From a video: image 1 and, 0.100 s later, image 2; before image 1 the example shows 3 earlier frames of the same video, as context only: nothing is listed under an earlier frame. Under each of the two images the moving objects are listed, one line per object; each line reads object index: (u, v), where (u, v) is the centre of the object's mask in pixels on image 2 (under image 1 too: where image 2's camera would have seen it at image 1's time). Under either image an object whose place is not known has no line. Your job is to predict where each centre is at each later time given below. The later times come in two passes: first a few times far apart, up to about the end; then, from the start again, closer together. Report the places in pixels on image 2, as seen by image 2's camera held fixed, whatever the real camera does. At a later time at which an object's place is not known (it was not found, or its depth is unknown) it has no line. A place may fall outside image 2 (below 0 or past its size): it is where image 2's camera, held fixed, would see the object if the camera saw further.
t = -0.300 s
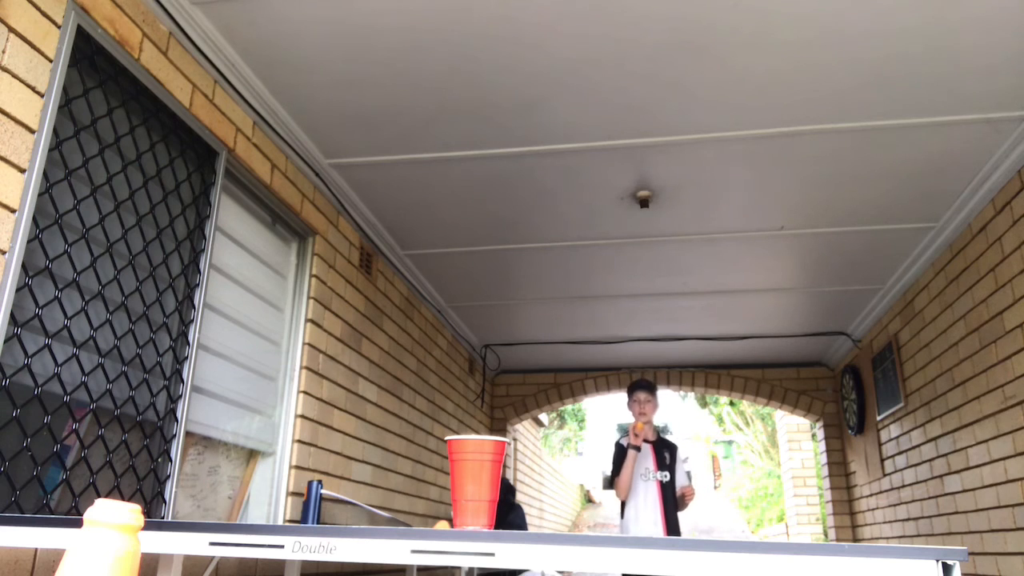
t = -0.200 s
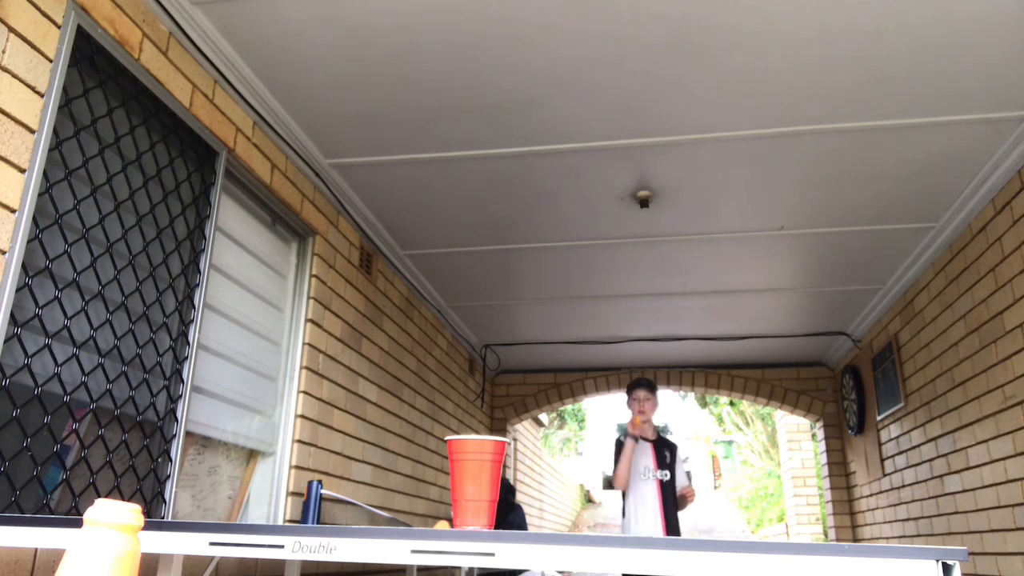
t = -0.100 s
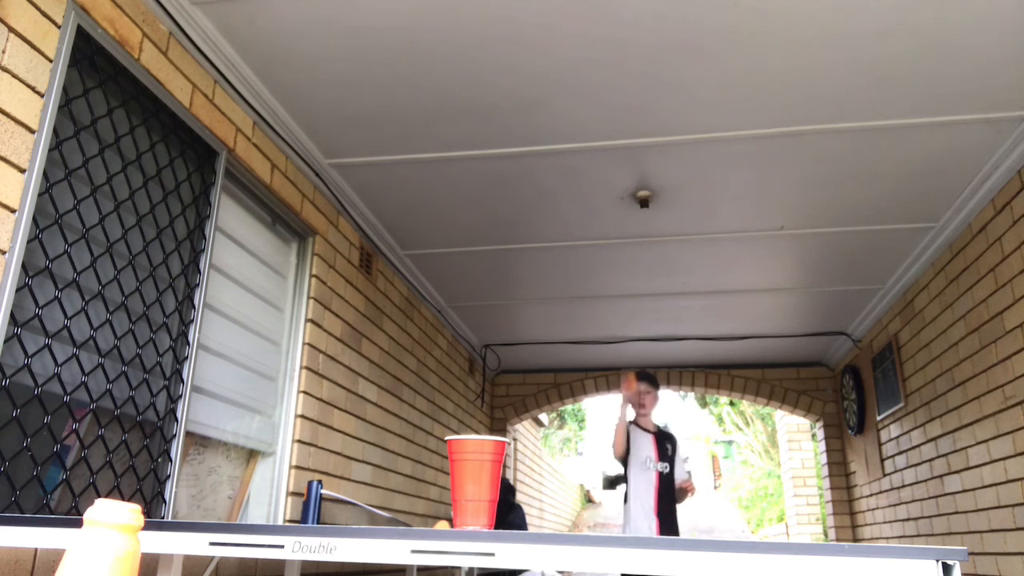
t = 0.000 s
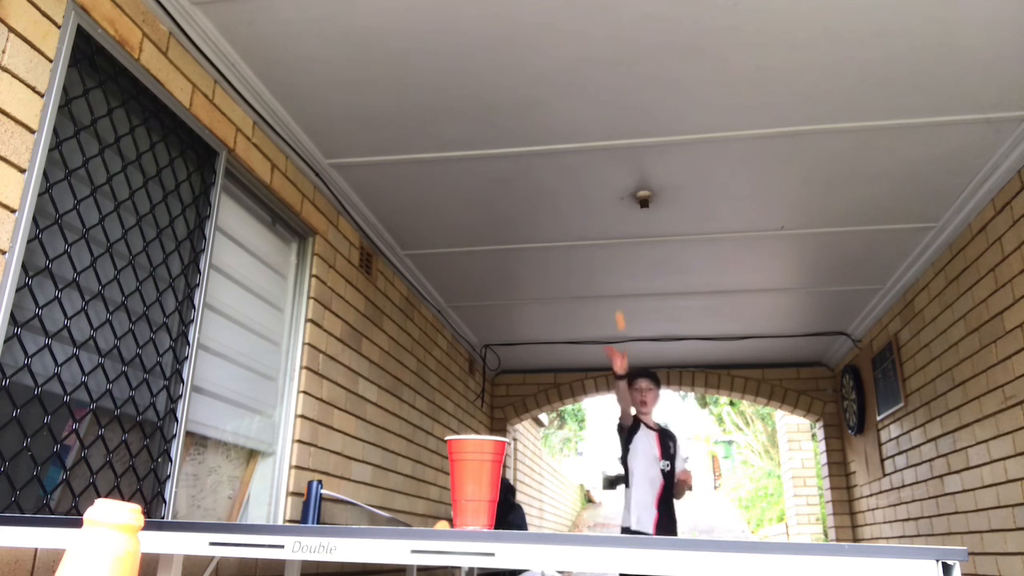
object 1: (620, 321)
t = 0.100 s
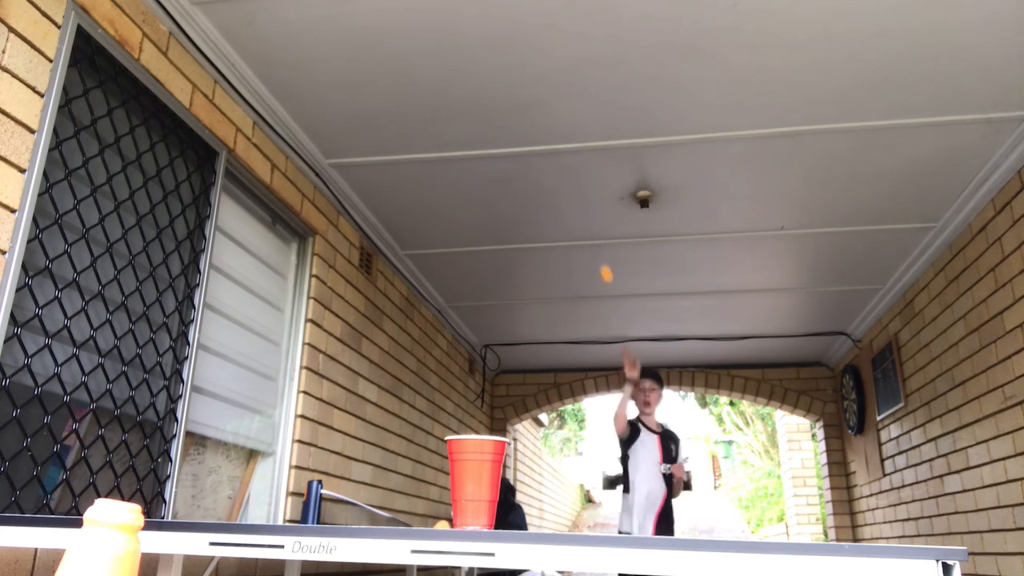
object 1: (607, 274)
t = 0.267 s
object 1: (581, 242)
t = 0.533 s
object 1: (480, 429)
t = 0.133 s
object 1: (602, 262)
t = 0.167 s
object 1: (597, 253)
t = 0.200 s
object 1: (591, 246)
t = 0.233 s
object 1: (587, 243)
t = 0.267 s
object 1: (581, 242)
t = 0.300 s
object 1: (573, 246)
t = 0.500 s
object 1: (496, 405)
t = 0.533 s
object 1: (480, 429)
